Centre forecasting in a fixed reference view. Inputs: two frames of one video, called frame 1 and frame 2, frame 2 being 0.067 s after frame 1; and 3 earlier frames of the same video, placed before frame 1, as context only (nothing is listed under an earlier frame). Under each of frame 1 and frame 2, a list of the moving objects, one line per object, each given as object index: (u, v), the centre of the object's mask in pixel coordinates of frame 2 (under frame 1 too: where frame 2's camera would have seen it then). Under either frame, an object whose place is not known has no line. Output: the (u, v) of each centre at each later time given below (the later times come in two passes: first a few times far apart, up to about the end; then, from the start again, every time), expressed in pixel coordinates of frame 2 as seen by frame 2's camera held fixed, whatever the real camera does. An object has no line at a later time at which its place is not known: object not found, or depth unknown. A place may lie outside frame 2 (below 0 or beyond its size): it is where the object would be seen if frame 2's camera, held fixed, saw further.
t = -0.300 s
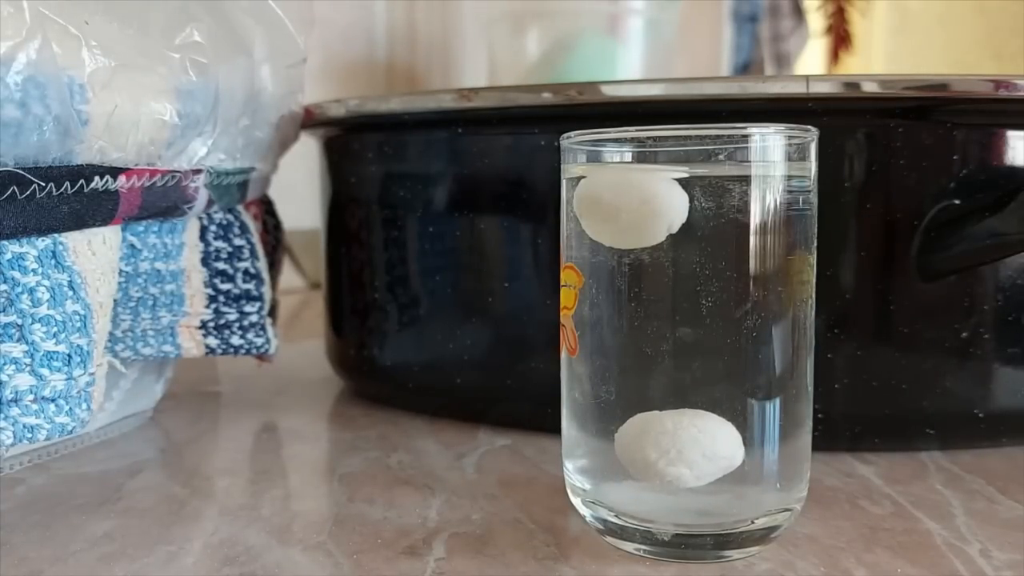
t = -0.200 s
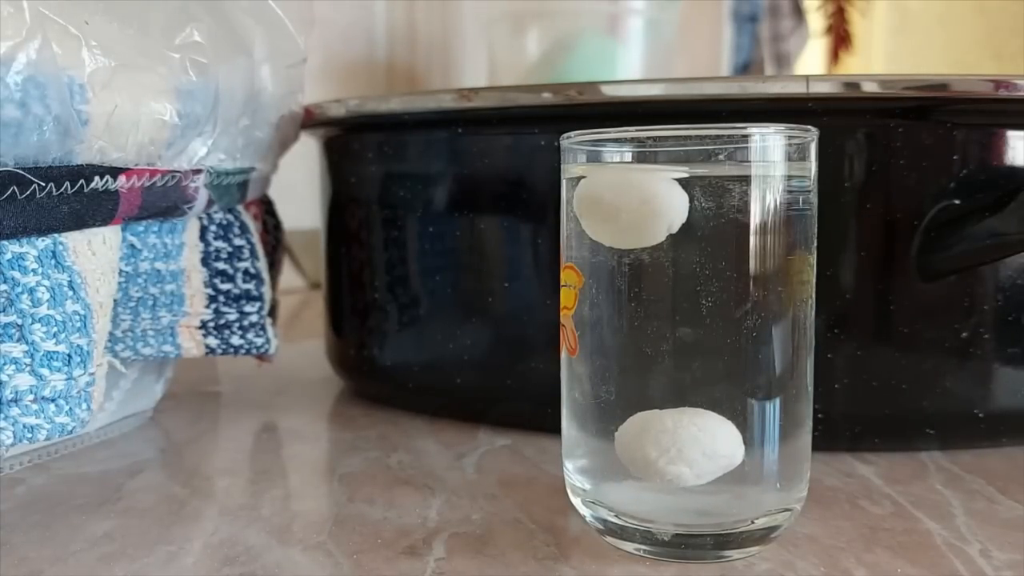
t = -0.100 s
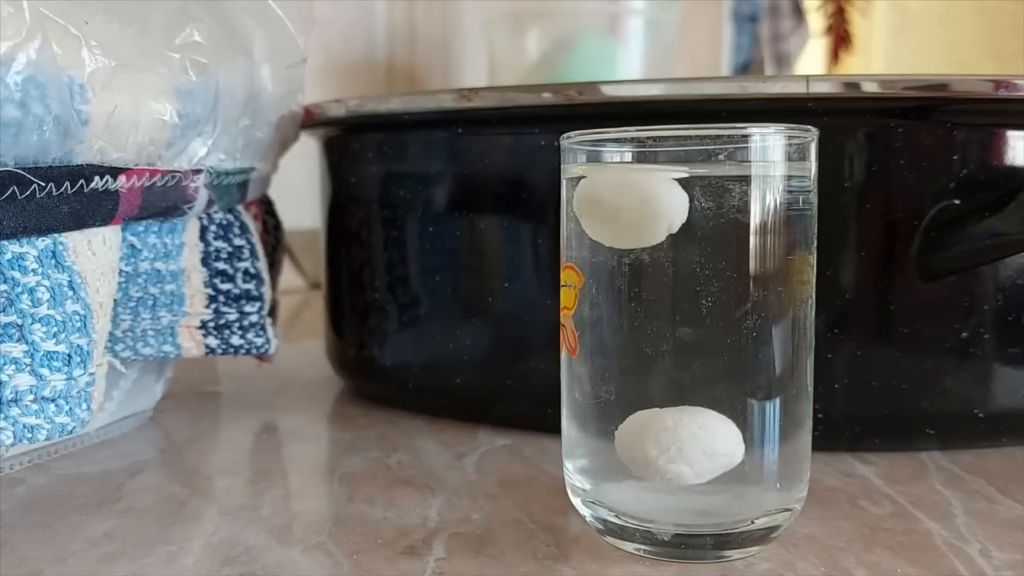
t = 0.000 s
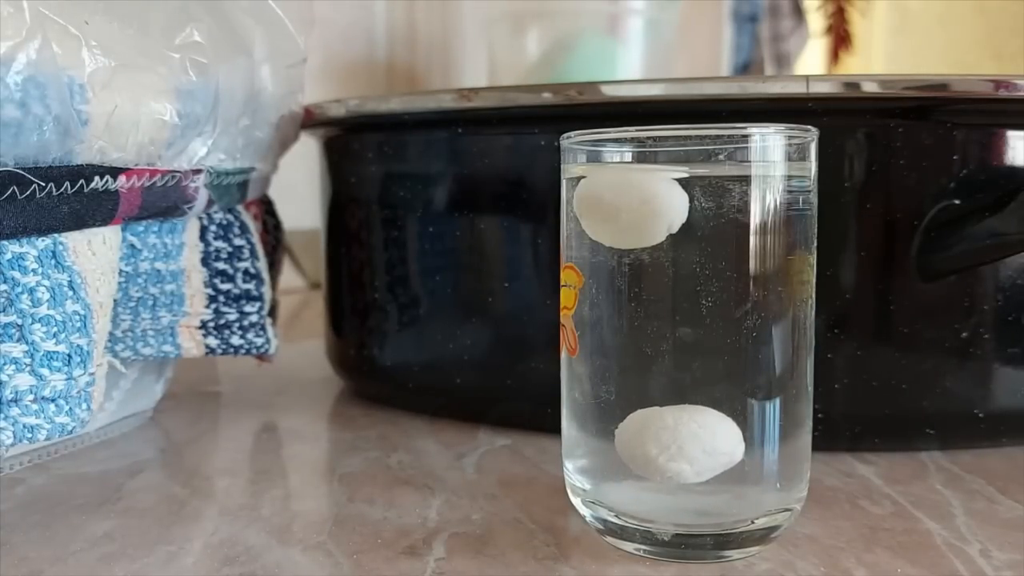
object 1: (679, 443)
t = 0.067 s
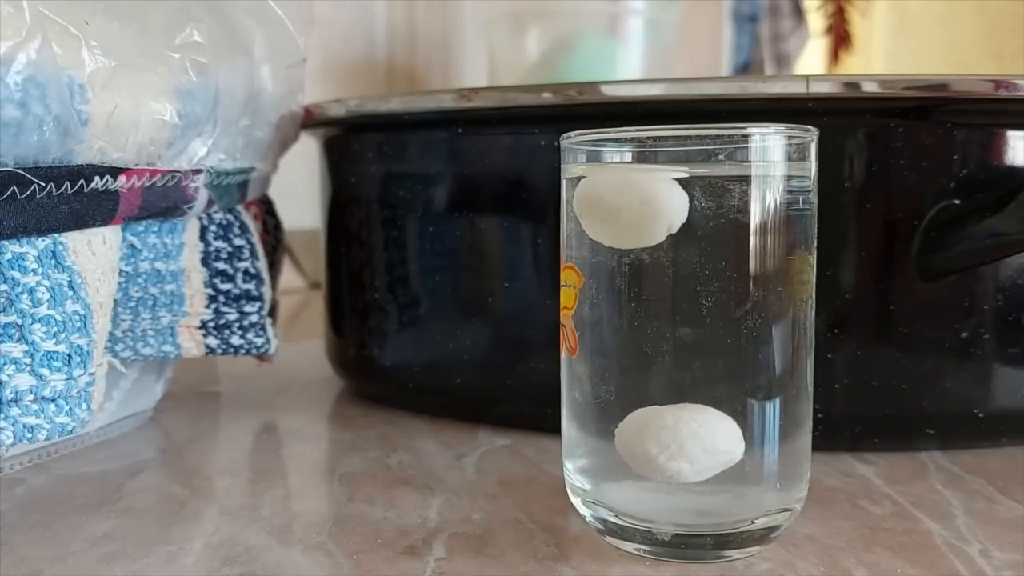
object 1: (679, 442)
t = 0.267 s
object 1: (679, 439)
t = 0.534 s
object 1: (680, 434)
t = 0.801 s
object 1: (680, 427)
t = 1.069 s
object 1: (680, 420)
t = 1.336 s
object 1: (681, 410)
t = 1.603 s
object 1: (682, 397)
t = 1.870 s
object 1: (683, 381)
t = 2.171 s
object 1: (684, 357)
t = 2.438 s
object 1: (686, 329)
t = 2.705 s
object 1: (689, 293)
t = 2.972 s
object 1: (702, 263)
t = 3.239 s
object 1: (716, 251)
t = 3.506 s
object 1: (726, 240)
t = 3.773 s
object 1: (735, 222)
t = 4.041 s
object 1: (738, 219)
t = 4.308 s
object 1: (739, 219)
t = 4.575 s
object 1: (739, 219)
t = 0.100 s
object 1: (679, 442)
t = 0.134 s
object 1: (679, 441)
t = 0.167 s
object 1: (679, 441)
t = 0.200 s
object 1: (679, 440)
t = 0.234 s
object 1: (679, 440)
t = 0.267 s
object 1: (679, 439)
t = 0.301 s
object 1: (679, 438)
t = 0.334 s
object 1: (680, 438)
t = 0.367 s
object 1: (680, 437)
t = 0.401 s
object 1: (680, 437)
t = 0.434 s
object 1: (680, 436)
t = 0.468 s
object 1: (680, 435)
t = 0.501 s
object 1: (680, 435)
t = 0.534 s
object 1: (680, 434)
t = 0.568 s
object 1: (680, 433)
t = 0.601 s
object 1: (680, 432)
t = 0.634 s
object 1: (680, 431)
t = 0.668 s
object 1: (680, 431)
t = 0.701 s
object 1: (680, 430)
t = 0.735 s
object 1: (680, 429)
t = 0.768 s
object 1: (680, 428)
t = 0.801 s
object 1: (680, 427)
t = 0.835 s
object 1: (680, 427)
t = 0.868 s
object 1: (680, 426)
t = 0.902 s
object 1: (680, 425)
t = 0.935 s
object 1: (680, 424)
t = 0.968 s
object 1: (680, 423)
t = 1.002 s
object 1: (680, 422)
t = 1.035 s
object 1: (680, 421)
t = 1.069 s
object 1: (680, 420)
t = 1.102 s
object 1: (680, 419)
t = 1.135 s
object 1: (680, 417)
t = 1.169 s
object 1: (681, 416)
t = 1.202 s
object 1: (681, 415)
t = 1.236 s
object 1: (681, 414)
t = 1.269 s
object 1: (681, 413)
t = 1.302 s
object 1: (681, 411)
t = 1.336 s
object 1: (681, 410)
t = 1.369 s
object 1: (681, 408)
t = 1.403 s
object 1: (681, 407)
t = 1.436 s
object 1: (681, 405)
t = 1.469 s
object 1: (681, 404)
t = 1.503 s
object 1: (681, 402)
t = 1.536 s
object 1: (681, 401)
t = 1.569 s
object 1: (682, 399)
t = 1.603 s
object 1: (682, 397)
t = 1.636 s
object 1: (682, 395)
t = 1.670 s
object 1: (682, 393)
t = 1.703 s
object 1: (682, 392)
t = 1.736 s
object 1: (682, 390)
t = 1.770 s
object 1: (682, 388)
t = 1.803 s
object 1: (682, 385)
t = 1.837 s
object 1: (682, 383)
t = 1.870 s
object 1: (683, 381)
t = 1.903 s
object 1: (683, 379)
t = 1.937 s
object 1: (683, 376)
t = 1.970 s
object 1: (683, 374)
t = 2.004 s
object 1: (683, 371)
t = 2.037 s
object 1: (683, 369)
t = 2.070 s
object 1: (683, 366)
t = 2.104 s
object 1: (684, 363)
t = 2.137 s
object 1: (684, 360)
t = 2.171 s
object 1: (684, 357)
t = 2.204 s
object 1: (684, 354)
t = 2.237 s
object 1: (685, 351)
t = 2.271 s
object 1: (685, 348)
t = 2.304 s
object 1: (685, 344)
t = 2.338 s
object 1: (685, 341)
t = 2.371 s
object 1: (686, 337)
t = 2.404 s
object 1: (686, 333)
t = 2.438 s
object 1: (686, 329)
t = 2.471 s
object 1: (687, 325)
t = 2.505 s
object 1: (687, 321)
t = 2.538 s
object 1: (687, 317)
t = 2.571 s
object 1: (688, 312)
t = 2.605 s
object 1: (688, 308)
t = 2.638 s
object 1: (689, 303)
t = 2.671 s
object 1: (689, 298)
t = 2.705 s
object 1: (689, 293)
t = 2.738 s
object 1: (690, 288)
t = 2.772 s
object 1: (690, 283)
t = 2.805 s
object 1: (691, 278)
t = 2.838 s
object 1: (692, 273)
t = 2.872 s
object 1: (694, 269)
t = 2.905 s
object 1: (697, 267)
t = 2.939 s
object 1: (700, 265)
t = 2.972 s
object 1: (702, 263)
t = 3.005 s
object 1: (705, 260)
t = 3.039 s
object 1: (707, 259)
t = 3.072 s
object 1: (708, 257)
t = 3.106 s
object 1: (710, 255)
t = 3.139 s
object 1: (712, 254)
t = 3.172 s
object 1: (713, 253)
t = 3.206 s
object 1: (715, 252)
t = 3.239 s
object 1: (716, 251)
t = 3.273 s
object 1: (717, 250)
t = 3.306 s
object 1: (718, 249)
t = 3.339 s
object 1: (720, 248)
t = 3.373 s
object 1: (721, 246)
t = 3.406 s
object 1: (722, 245)
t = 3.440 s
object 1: (723, 243)
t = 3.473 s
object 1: (724, 242)
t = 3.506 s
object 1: (726, 240)
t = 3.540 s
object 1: (727, 238)
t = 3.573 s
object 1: (728, 236)
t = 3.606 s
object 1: (729, 234)
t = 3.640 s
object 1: (730, 232)
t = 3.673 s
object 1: (732, 229)
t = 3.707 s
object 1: (733, 227)
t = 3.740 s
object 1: (734, 224)
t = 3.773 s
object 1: (735, 222)
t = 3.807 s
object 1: (736, 220)
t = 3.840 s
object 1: (737, 220)
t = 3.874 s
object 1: (737, 220)
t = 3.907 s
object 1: (737, 220)
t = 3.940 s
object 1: (738, 219)
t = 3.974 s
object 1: (738, 219)
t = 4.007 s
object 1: (738, 219)
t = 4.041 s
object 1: (738, 219)
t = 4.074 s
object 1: (738, 219)
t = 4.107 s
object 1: (738, 219)
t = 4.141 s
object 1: (738, 219)
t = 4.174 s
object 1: (739, 219)
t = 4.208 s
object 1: (739, 220)
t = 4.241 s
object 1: (739, 220)
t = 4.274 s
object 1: (739, 220)
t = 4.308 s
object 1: (739, 219)
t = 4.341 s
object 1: (739, 219)
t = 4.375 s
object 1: (739, 219)
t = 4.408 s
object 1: (739, 219)
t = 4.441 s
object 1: (739, 219)
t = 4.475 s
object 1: (739, 219)
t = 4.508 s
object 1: (739, 219)
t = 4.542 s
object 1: (739, 219)
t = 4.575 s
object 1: (739, 219)
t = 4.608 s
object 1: (739, 219)
